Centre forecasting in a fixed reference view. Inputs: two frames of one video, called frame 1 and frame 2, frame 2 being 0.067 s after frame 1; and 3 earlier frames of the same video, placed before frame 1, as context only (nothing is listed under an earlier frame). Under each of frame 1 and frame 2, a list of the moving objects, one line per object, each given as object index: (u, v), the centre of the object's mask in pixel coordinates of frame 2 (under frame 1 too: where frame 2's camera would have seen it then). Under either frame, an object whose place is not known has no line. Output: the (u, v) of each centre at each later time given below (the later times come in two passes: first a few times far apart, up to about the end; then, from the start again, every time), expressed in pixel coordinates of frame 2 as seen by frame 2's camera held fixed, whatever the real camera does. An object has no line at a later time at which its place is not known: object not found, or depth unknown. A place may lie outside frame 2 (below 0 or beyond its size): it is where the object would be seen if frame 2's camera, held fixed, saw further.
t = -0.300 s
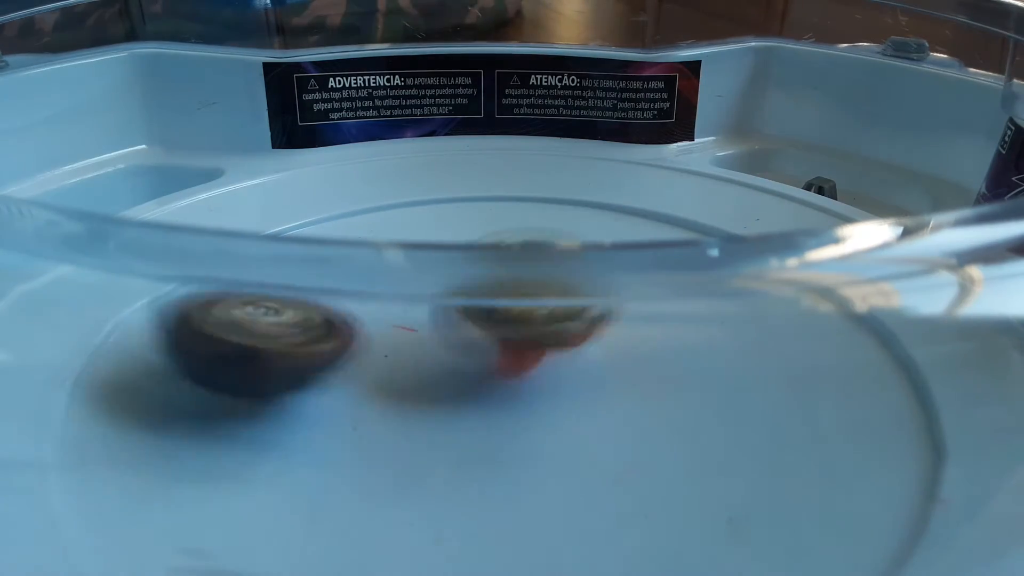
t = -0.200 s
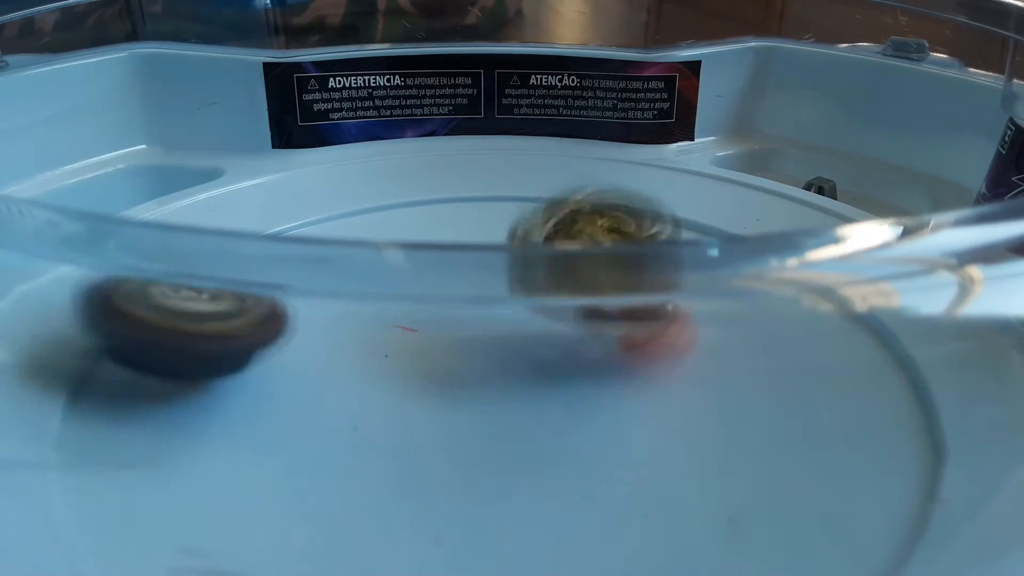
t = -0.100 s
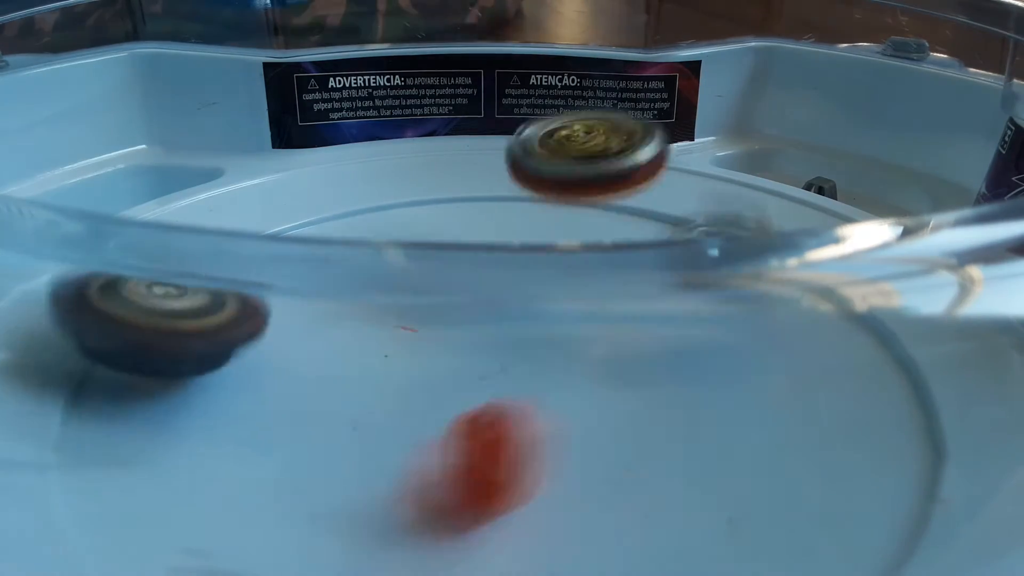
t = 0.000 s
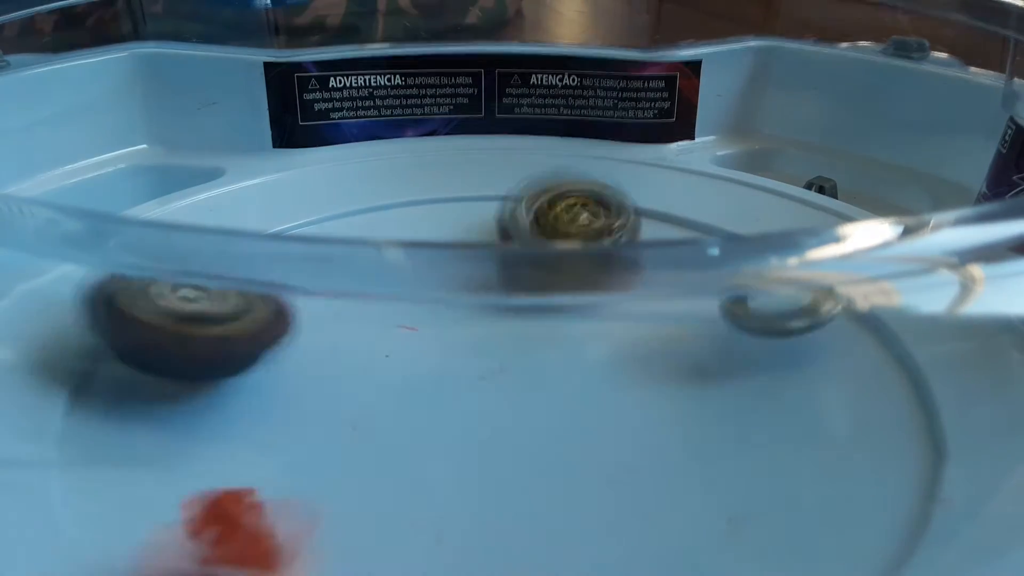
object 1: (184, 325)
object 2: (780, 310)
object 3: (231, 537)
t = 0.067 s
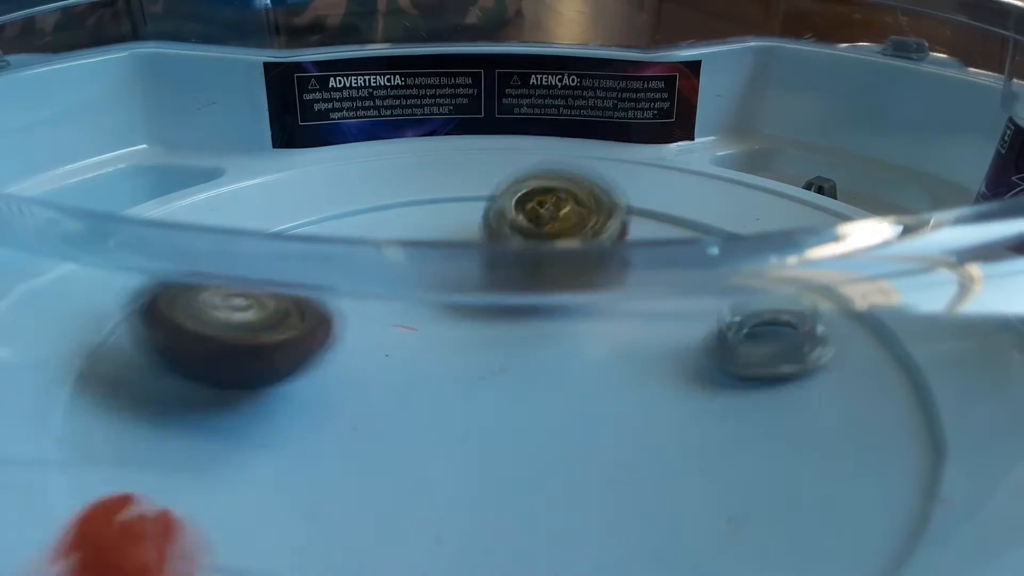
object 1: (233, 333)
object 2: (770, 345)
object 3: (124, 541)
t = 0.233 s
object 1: (352, 342)
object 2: (606, 413)
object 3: (62, 533)
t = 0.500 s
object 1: (323, 340)
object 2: (403, 447)
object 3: (398, 526)
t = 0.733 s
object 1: (405, 331)
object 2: (411, 458)
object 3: (678, 478)
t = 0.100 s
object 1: (262, 338)
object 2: (745, 354)
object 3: (90, 546)
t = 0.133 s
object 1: (299, 340)
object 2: (716, 369)
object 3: (67, 545)
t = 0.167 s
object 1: (335, 342)
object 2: (681, 382)
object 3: (58, 543)
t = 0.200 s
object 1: (369, 341)
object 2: (643, 400)
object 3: (55, 538)
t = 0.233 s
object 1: (352, 342)
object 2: (606, 413)
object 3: (62, 533)
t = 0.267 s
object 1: (308, 341)
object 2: (554, 423)
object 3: (82, 529)
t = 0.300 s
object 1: (279, 339)
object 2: (517, 428)
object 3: (110, 520)
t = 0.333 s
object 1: (261, 338)
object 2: (467, 435)
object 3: (161, 511)
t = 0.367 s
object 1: (257, 339)
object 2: (432, 433)
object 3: (210, 479)
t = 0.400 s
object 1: (266, 342)
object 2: (393, 437)
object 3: (253, 459)
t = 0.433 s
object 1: (283, 342)
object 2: (392, 440)
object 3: (297, 470)
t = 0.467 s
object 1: (299, 340)
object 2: (406, 442)
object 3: (351, 506)
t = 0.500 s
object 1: (323, 340)
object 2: (403, 447)
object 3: (398, 526)
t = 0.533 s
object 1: (347, 341)
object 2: (400, 453)
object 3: (458, 530)
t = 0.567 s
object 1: (375, 341)
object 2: (413, 457)
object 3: (500, 535)
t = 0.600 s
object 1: (383, 338)
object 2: (417, 456)
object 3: (552, 533)
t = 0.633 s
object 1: (382, 336)
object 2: (416, 458)
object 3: (596, 529)
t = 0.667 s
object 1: (387, 334)
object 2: (412, 458)
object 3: (635, 519)
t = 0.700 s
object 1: (395, 332)
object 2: (411, 458)
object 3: (660, 495)
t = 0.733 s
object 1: (405, 331)
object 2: (411, 458)
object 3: (678, 478)
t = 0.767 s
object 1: (414, 329)
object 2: (411, 458)
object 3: (689, 459)
